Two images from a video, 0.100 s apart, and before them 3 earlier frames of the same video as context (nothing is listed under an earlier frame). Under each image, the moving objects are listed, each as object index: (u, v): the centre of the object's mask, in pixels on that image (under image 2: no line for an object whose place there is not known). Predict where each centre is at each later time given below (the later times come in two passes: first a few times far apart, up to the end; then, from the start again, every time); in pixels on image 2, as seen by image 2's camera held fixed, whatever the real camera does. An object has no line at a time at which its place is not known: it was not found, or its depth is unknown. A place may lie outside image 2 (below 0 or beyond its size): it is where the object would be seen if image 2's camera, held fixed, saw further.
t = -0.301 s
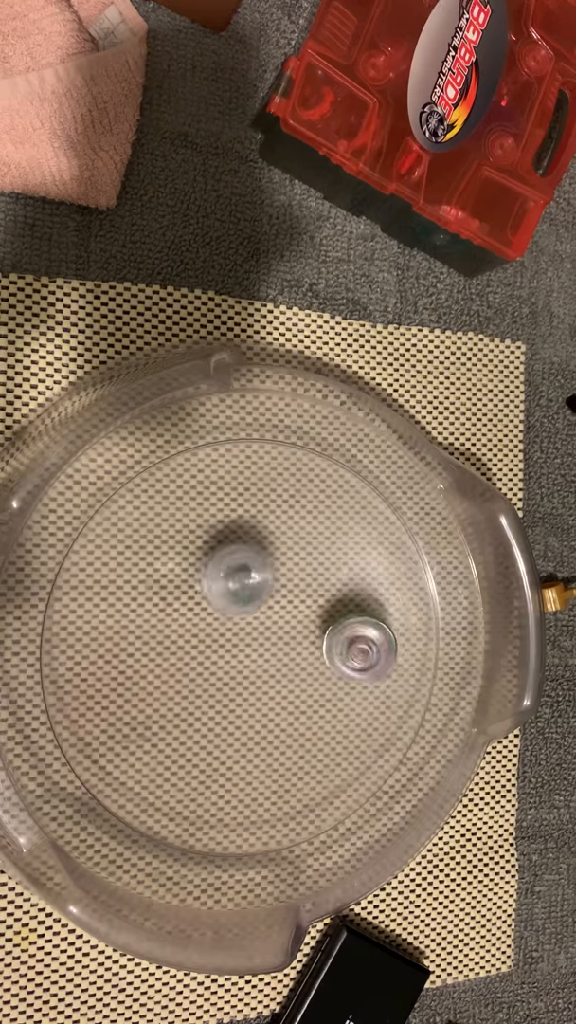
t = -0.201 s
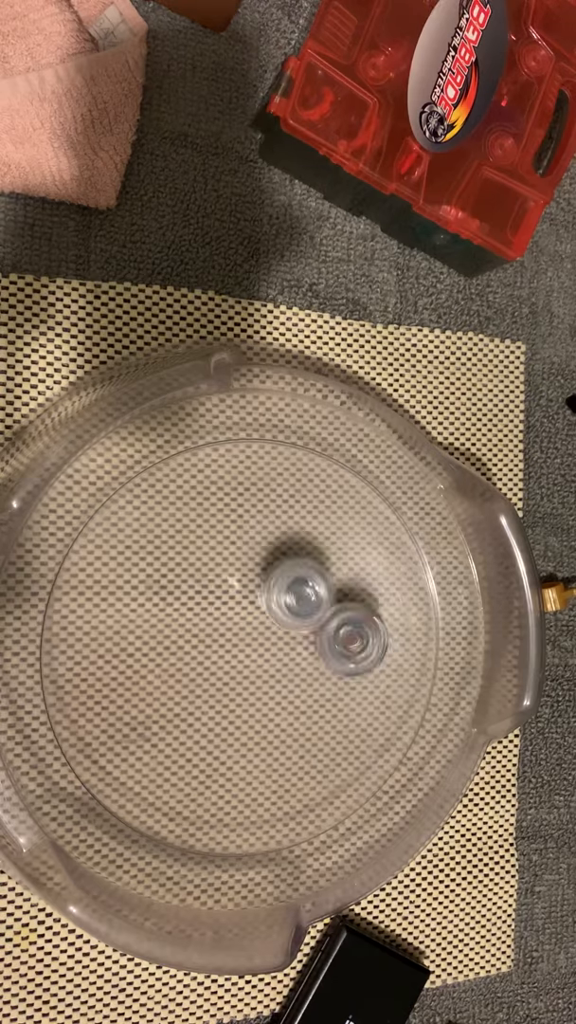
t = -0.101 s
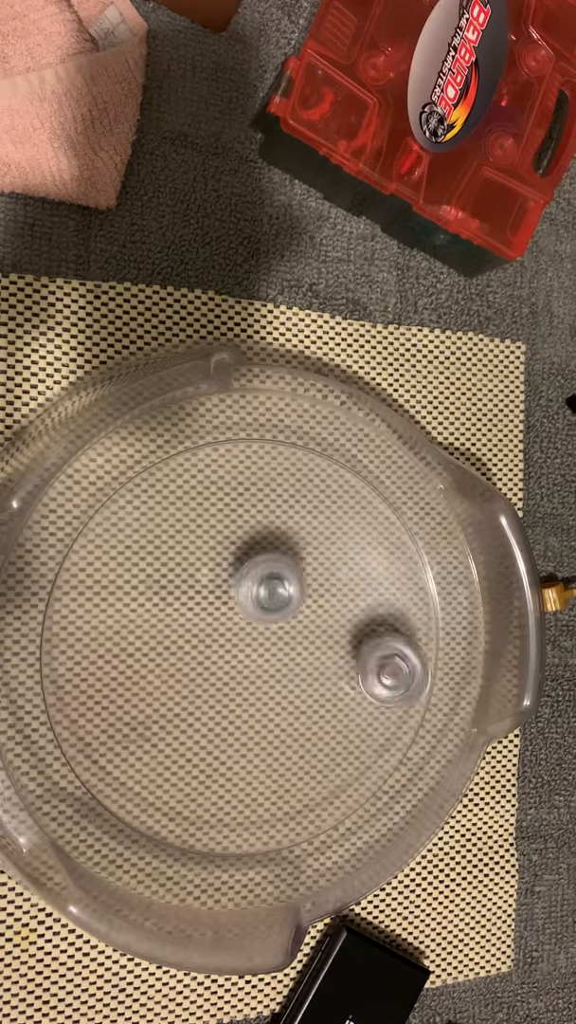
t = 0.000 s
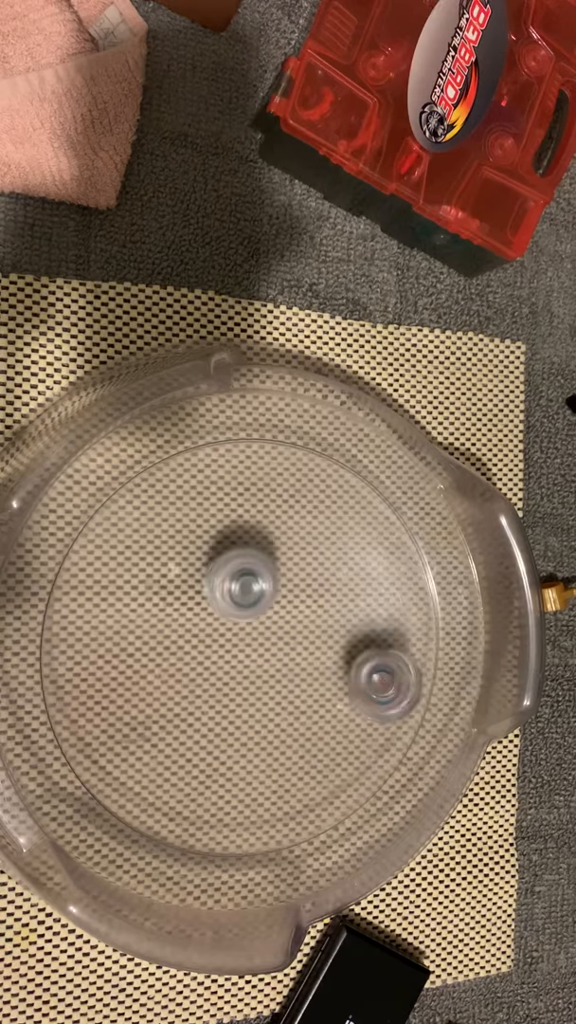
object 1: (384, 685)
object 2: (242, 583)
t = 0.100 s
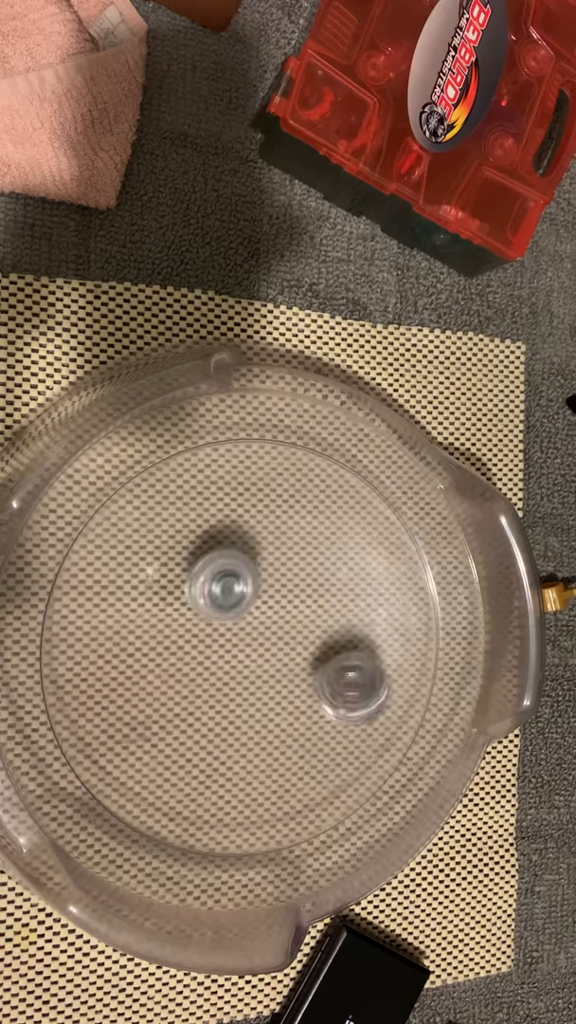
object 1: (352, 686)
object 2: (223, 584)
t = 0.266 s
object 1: (266, 710)
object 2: (213, 608)
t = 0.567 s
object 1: (200, 776)
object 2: (211, 667)
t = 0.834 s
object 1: (220, 702)
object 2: (279, 646)
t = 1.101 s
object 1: (190, 620)
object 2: (369, 656)
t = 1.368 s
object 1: (189, 631)
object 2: (274, 663)
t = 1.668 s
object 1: (192, 619)
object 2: (276, 610)
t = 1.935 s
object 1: (214, 597)
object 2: (304, 646)
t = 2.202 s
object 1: (218, 593)
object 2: (236, 669)
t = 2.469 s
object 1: (217, 572)
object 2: (230, 693)
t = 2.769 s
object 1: (216, 572)
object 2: (283, 661)
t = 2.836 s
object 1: (217, 572)
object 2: (295, 660)
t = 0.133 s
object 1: (336, 690)
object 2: (219, 587)
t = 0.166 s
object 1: (321, 691)
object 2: (216, 591)
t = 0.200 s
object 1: (303, 697)
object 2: (214, 596)
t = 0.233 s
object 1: (287, 702)
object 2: (213, 603)
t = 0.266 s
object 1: (266, 710)
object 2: (213, 608)
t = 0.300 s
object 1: (250, 717)
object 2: (212, 618)
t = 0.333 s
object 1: (234, 728)
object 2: (211, 628)
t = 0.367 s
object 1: (221, 734)
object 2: (211, 639)
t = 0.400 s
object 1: (210, 743)
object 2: (210, 650)
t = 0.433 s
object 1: (202, 751)
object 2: (210, 661)
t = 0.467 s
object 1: (197, 755)
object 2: (209, 671)
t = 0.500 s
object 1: (197, 758)
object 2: (209, 678)
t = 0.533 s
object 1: (199, 770)
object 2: (209, 672)
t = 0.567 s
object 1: (200, 776)
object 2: (211, 667)
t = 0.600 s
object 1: (201, 778)
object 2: (215, 661)
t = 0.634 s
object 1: (202, 777)
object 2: (221, 656)
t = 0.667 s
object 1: (202, 773)
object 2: (229, 650)
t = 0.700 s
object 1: (205, 763)
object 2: (237, 646)
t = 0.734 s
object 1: (211, 751)
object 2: (247, 644)
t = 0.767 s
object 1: (215, 735)
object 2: (258, 644)
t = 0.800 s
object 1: (220, 719)
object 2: (268, 645)
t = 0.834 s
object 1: (220, 702)
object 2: (279, 646)
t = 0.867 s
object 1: (216, 692)
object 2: (298, 638)
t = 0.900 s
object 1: (213, 680)
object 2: (315, 633)
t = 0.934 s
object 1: (211, 669)
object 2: (329, 633)
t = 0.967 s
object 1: (207, 656)
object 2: (342, 636)
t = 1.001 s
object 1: (203, 646)
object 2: (354, 638)
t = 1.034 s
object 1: (199, 635)
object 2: (362, 643)
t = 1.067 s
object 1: (194, 626)
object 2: (367, 649)
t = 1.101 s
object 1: (190, 620)
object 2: (369, 656)
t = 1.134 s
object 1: (188, 616)
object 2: (366, 664)
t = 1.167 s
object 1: (186, 616)
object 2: (359, 672)
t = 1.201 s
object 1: (186, 616)
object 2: (348, 677)
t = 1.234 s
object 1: (187, 617)
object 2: (336, 677)
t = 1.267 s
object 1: (188, 618)
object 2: (322, 678)
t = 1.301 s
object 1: (188, 623)
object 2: (307, 675)
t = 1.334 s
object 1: (190, 628)
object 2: (290, 669)
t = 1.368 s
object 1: (189, 631)
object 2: (274, 663)
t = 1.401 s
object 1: (187, 633)
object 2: (266, 654)
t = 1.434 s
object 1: (175, 632)
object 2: (264, 646)
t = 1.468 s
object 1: (171, 634)
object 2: (264, 640)
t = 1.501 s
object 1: (169, 635)
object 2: (264, 632)
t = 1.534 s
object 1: (169, 635)
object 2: (264, 624)
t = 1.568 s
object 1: (173, 633)
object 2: (268, 617)
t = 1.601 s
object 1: (178, 629)
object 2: (271, 614)
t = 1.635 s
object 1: (184, 626)
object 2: (273, 611)
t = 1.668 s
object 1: (192, 619)
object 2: (276, 610)
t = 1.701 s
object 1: (199, 613)
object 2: (278, 611)
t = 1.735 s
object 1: (205, 607)
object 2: (281, 612)
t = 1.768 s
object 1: (205, 605)
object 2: (290, 613)
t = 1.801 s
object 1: (207, 604)
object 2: (296, 617)
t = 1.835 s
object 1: (209, 601)
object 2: (301, 623)
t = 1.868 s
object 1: (210, 599)
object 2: (304, 630)
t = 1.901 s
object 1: (211, 598)
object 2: (306, 638)
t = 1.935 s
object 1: (214, 597)
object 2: (304, 646)
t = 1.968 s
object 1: (215, 596)
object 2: (301, 655)
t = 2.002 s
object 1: (216, 595)
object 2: (295, 662)
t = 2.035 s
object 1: (217, 595)
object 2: (287, 668)
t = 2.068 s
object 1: (218, 594)
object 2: (279, 673)
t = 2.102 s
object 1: (218, 593)
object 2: (268, 676)
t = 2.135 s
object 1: (218, 593)
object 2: (258, 676)
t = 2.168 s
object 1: (218, 594)
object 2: (246, 674)
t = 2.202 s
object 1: (218, 593)
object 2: (236, 669)
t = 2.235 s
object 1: (216, 583)
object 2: (234, 674)
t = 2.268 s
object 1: (214, 576)
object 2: (231, 681)
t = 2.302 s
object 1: (214, 574)
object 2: (230, 686)
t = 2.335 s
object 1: (215, 574)
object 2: (228, 691)
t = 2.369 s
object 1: (215, 573)
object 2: (228, 692)
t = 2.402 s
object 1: (216, 573)
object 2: (228, 693)
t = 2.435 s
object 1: (216, 572)
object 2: (229, 694)
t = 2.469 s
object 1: (217, 572)
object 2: (230, 693)
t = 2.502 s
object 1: (217, 571)
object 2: (234, 691)
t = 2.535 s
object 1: (217, 571)
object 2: (238, 688)
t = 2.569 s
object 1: (217, 572)
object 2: (242, 684)
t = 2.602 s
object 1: (217, 572)
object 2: (248, 680)
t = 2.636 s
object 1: (217, 571)
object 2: (254, 676)
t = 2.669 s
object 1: (216, 573)
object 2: (261, 671)
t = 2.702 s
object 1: (216, 572)
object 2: (268, 666)
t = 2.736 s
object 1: (216, 572)
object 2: (275, 665)
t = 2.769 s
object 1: (216, 572)
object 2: (283, 661)
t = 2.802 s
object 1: (216, 572)
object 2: (290, 661)
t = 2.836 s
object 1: (217, 572)
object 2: (295, 660)
